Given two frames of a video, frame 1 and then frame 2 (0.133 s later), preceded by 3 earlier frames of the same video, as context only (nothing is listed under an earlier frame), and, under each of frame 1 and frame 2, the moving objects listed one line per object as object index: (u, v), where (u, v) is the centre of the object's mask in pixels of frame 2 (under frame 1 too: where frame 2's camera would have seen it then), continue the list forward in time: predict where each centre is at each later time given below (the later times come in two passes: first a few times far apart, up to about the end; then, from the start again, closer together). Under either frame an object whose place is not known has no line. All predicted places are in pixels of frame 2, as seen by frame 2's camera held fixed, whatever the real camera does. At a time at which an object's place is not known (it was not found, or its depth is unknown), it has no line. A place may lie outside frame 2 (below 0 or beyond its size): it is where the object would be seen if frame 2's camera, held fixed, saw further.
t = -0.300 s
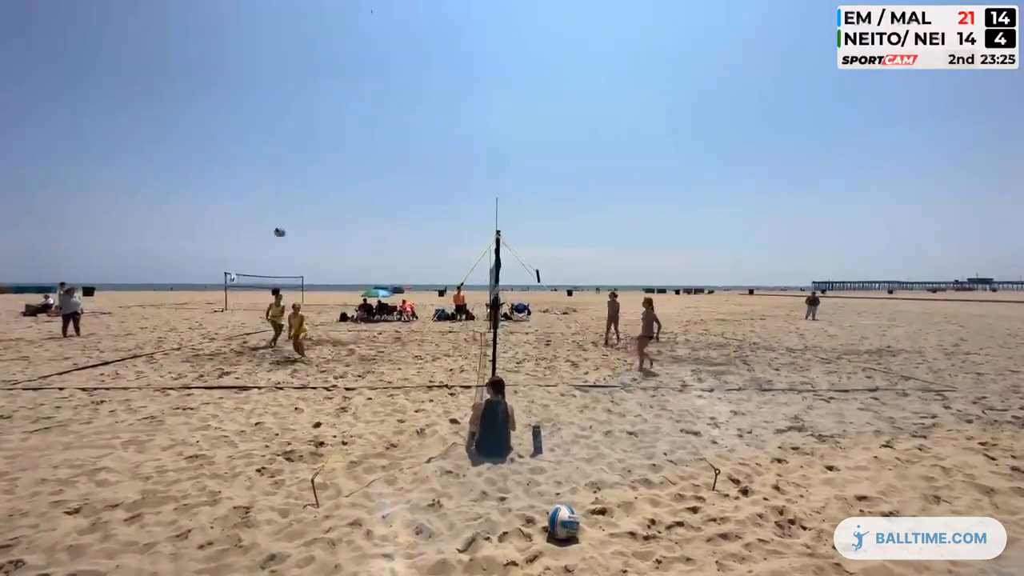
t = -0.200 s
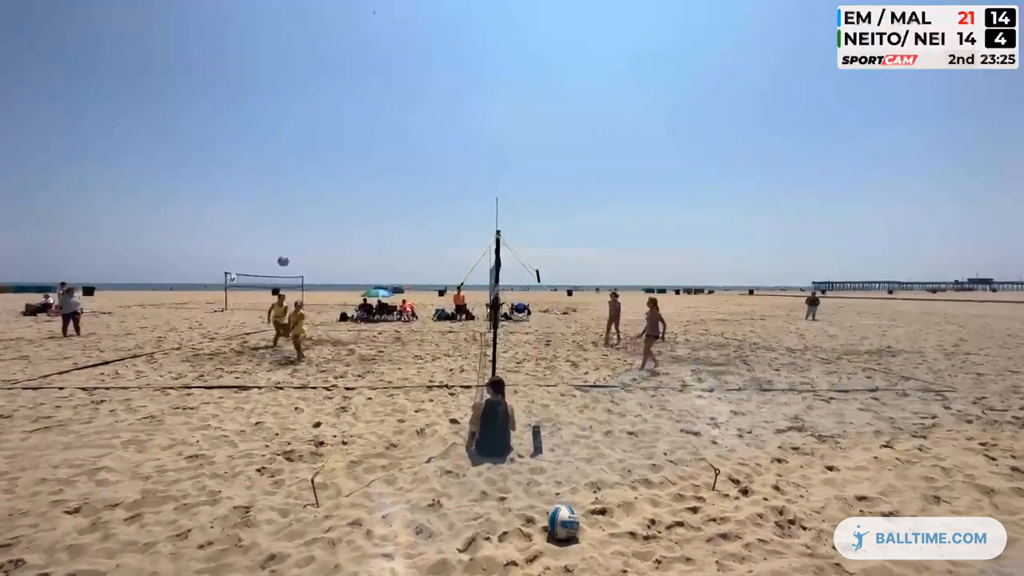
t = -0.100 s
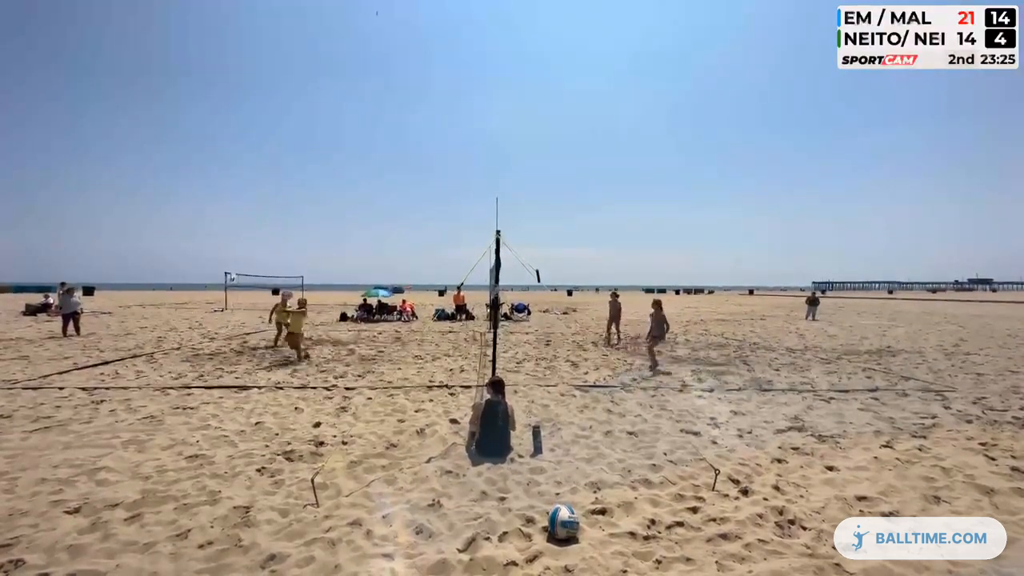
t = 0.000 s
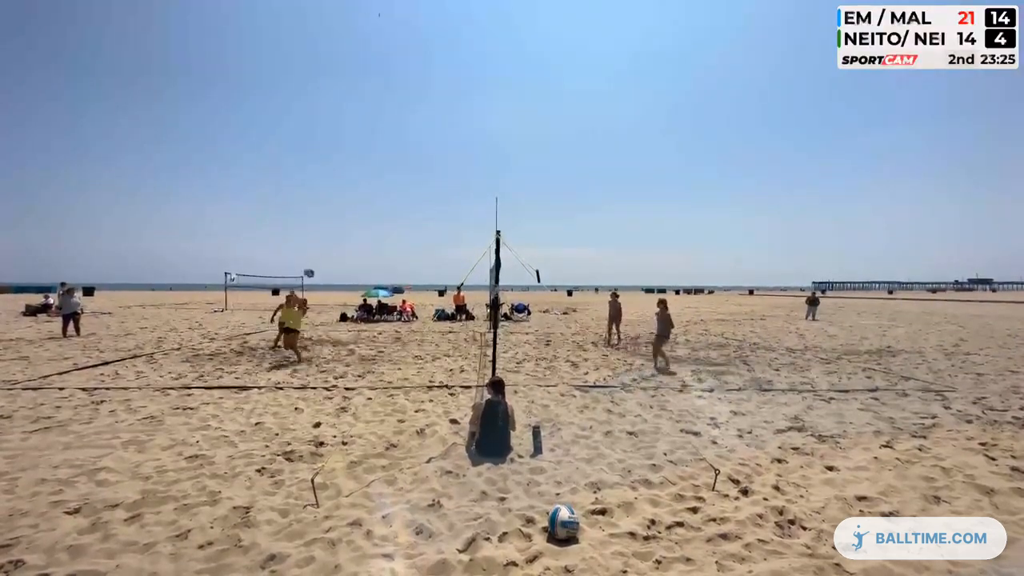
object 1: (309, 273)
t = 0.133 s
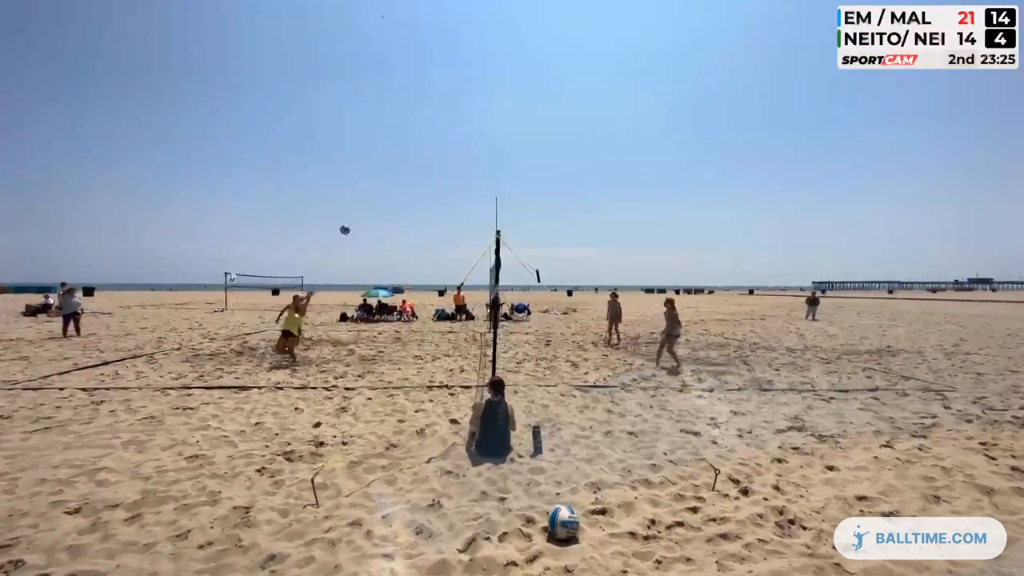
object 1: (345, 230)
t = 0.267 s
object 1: (377, 199)
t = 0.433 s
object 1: (416, 174)
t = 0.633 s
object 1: (457, 162)
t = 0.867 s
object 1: (499, 169)
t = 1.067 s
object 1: (532, 188)
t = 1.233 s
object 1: (557, 214)
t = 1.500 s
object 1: (591, 267)
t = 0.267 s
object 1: (377, 199)
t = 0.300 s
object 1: (385, 193)
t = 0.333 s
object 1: (394, 187)
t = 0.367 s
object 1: (401, 182)
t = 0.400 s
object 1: (408, 178)
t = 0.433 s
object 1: (416, 174)
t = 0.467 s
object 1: (423, 171)
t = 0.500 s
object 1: (430, 168)
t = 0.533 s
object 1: (437, 166)
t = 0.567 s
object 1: (443, 164)
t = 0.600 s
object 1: (450, 163)
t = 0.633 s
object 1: (457, 162)
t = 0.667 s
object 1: (463, 162)
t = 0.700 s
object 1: (469, 162)
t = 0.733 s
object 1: (476, 163)
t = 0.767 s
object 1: (481, 163)
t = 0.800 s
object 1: (487, 164)
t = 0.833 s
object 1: (493, 166)
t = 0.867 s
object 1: (499, 169)
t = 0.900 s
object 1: (505, 171)
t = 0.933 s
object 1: (511, 174)
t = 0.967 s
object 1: (516, 177)
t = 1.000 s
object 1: (521, 181)
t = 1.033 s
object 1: (527, 184)
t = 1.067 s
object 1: (532, 188)
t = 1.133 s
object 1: (542, 198)
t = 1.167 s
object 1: (547, 203)
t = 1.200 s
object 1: (552, 208)
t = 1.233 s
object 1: (557, 214)
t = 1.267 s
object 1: (561, 220)
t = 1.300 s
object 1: (566, 226)
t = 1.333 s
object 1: (570, 232)
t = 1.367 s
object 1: (575, 238)
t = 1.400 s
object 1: (579, 245)
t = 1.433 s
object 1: (583, 252)
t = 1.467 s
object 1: (587, 259)
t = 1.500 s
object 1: (591, 267)
